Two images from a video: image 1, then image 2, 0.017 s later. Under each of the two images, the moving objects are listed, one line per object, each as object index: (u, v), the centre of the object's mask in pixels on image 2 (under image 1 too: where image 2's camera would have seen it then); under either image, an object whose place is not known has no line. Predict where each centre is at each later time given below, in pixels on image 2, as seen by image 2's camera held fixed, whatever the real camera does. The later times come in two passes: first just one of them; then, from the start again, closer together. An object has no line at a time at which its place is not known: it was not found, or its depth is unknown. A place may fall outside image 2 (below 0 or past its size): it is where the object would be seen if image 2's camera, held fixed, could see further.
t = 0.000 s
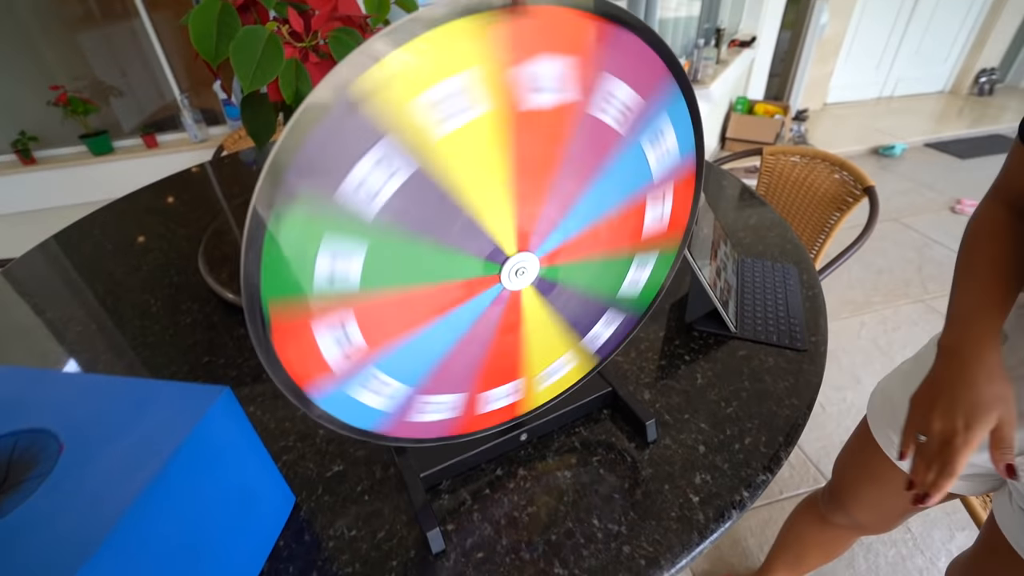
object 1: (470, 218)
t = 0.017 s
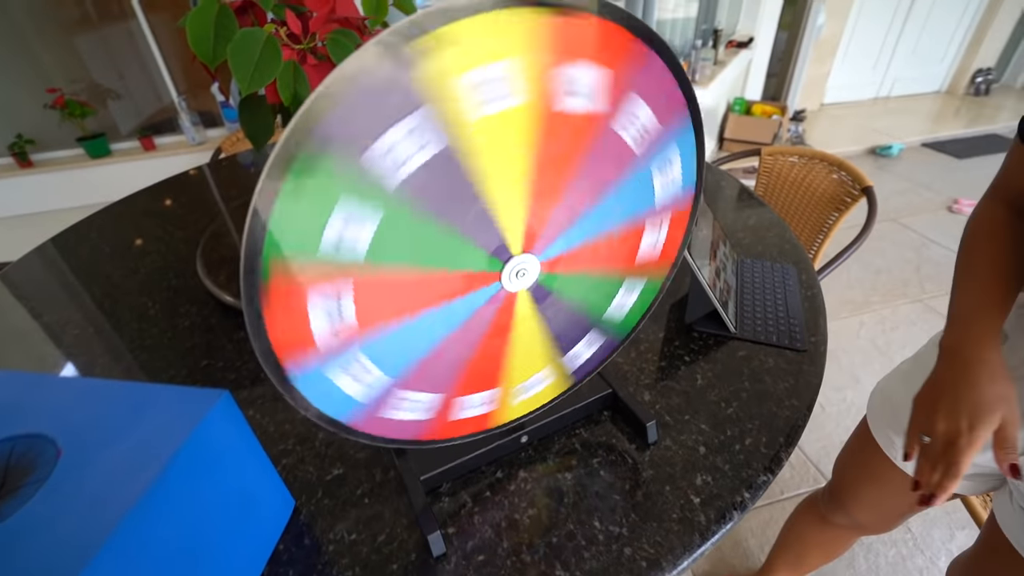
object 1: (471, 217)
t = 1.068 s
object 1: (465, 217)
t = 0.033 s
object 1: (471, 217)
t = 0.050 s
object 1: (471, 217)
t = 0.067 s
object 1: (470, 217)
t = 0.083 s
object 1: (469, 218)
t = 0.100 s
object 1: (468, 218)
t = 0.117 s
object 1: (467, 219)
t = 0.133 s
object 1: (466, 219)
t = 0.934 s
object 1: (467, 217)
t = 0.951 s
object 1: (466, 217)
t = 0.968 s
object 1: (466, 217)
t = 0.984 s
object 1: (466, 216)
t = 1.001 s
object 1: (466, 215)
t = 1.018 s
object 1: (466, 215)
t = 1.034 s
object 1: (466, 215)
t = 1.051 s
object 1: (466, 216)
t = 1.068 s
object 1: (465, 217)
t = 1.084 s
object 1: (463, 218)
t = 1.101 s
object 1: (462, 218)
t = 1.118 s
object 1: (461, 218)
